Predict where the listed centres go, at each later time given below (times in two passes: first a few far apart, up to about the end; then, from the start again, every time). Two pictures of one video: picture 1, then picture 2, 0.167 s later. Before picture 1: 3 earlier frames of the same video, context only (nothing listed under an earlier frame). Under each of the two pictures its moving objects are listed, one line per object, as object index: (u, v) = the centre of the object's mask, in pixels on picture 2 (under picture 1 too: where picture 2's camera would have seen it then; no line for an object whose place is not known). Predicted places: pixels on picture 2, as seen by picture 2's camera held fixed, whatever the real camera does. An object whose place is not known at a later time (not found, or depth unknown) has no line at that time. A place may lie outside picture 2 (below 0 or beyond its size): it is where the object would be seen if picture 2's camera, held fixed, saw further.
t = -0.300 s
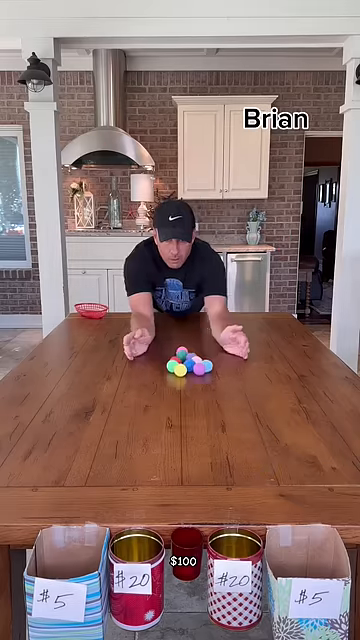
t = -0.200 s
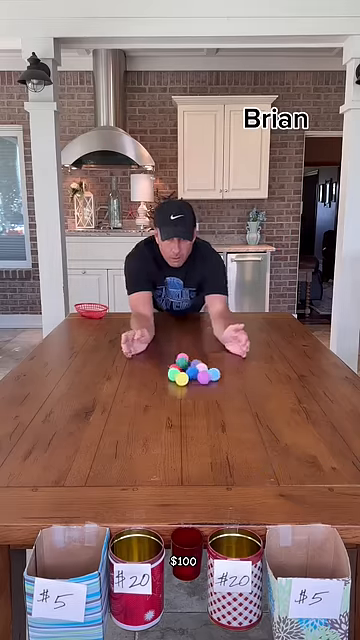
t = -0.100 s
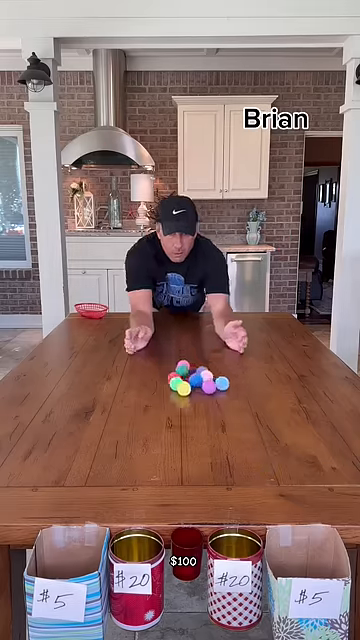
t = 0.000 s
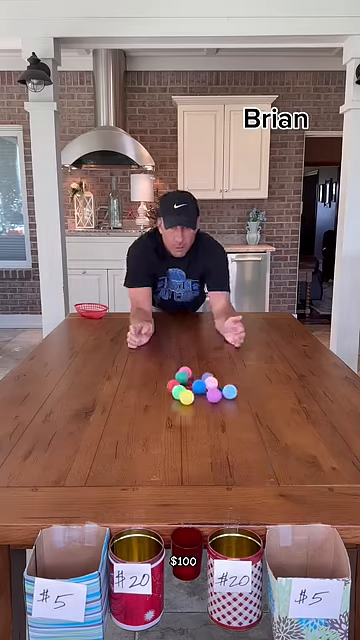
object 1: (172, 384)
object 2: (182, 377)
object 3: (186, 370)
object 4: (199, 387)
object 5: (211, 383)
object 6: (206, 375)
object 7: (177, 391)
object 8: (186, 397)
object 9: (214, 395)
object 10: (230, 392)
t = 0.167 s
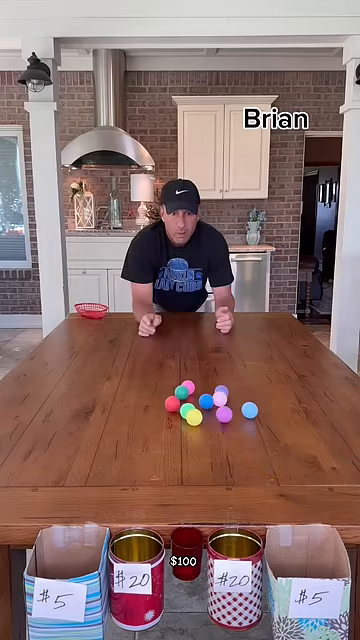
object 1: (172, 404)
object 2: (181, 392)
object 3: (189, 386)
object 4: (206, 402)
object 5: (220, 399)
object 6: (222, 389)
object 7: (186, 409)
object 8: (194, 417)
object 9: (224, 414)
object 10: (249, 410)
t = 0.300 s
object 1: (171, 420)
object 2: (181, 407)
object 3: (192, 400)
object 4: (212, 415)
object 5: (228, 413)
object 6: (235, 403)
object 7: (195, 426)
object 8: (203, 436)
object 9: (233, 432)
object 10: (269, 427)
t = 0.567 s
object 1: (168, 460)
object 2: (180, 442)
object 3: (201, 435)
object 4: (223, 446)
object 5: (243, 446)
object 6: (269, 432)
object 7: (219, 469)
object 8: (231, 484)
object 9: (256, 476)
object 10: (324, 469)
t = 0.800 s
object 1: (163, 507)
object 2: (178, 484)
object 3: (215, 473)
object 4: (233, 482)
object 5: (255, 484)
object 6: (310, 462)
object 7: (246, 527)
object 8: (271, 543)
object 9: (289, 538)
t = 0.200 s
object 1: (172, 407)
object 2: (181, 396)
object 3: (189, 390)
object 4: (207, 405)
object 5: (221, 402)
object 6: (225, 393)
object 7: (188, 413)
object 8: (196, 422)
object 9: (226, 418)
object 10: (254, 414)
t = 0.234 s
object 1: (172, 412)
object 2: (181, 399)
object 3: (190, 393)
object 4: (208, 408)
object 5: (223, 405)
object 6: (229, 396)
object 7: (190, 417)
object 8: (198, 427)
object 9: (228, 422)
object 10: (259, 418)
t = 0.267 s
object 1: (171, 416)
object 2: (181, 403)
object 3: (191, 396)
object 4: (210, 411)
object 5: (226, 409)
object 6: (232, 399)
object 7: (192, 422)
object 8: (201, 431)
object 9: (231, 427)
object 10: (264, 422)
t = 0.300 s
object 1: (171, 420)
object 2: (181, 407)
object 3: (192, 400)
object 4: (212, 415)
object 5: (228, 413)
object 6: (235, 403)
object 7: (195, 426)
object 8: (203, 436)
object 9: (233, 432)
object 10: (269, 427)
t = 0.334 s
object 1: (170, 424)
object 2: (181, 411)
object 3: (193, 404)
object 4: (213, 418)
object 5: (229, 416)
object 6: (239, 407)
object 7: (198, 431)
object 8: (206, 442)
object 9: (236, 437)
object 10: (275, 431)
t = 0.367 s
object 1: (170, 429)
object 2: (181, 415)
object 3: (193, 408)
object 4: (215, 422)
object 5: (231, 421)
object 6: (242, 410)
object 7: (201, 436)
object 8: (209, 447)
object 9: (238, 441)
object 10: (282, 436)
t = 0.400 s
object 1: (169, 434)
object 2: (180, 419)
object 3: (194, 412)
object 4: (216, 425)
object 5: (233, 424)
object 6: (246, 414)
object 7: (203, 441)
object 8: (212, 453)
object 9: (241, 447)
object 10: (288, 441)
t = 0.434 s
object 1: (169, 439)
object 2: (180, 423)
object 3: (195, 417)
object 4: (218, 429)
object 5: (235, 428)
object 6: (250, 417)
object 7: (206, 446)
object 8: (215, 458)
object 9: (244, 452)
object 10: (294, 446)
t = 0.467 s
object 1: (168, 443)
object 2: (180, 428)
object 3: (196, 421)
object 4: (220, 433)
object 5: (237, 432)
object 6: (254, 421)
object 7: (209, 451)
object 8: (219, 465)
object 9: (247, 458)
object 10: (301, 452)
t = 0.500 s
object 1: (168, 449)
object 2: (180, 432)
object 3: (198, 426)
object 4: (221, 438)
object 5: (239, 437)
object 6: (259, 425)
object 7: (213, 457)
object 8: (222, 471)
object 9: (249, 464)
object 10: (309, 457)
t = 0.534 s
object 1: (168, 454)
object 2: (180, 437)
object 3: (199, 430)
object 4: (222, 442)
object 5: (241, 441)
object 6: (264, 428)
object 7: (217, 463)
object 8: (226, 478)
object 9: (252, 470)
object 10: (317, 463)
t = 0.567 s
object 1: (168, 460)
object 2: (180, 442)
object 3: (201, 435)
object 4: (223, 446)
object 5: (243, 446)
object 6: (269, 432)
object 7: (219, 469)
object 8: (231, 484)
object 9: (256, 476)
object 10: (324, 469)
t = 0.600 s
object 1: (166, 466)
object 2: (180, 447)
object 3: (203, 440)
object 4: (225, 450)
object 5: (245, 451)
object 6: (274, 436)
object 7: (223, 476)
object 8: (236, 492)
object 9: (259, 483)
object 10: (333, 475)
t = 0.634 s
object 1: (165, 472)
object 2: (180, 453)
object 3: (204, 445)
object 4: (226, 455)
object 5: (247, 456)
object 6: (280, 440)
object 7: (227, 483)
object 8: (240, 499)
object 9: (263, 490)
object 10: (342, 481)
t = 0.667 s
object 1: (165, 479)
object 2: (180, 458)
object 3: (206, 450)
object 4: (228, 460)
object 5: (248, 461)
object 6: (285, 444)
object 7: (231, 491)
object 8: (246, 507)
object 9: (266, 498)
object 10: (350, 488)
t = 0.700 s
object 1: (165, 485)
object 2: (179, 464)
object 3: (208, 456)
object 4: (229, 466)
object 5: (250, 467)
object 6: (291, 448)
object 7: (235, 499)
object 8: (251, 518)
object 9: (270, 505)
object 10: (355, 494)
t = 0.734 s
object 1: (164, 493)
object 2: (179, 471)
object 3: (211, 462)
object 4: (230, 471)
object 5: (251, 472)
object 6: (297, 453)
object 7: (238, 507)
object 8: (258, 521)
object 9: (276, 513)
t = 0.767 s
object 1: (163, 500)
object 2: (178, 477)
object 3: (213, 468)
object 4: (231, 476)
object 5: (253, 478)
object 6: (304, 457)
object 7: (242, 517)
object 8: (264, 531)
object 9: (282, 524)
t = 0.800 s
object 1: (163, 507)
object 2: (178, 484)
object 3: (215, 473)
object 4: (233, 482)
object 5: (255, 484)
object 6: (310, 462)
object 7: (246, 527)
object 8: (271, 543)
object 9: (289, 538)
